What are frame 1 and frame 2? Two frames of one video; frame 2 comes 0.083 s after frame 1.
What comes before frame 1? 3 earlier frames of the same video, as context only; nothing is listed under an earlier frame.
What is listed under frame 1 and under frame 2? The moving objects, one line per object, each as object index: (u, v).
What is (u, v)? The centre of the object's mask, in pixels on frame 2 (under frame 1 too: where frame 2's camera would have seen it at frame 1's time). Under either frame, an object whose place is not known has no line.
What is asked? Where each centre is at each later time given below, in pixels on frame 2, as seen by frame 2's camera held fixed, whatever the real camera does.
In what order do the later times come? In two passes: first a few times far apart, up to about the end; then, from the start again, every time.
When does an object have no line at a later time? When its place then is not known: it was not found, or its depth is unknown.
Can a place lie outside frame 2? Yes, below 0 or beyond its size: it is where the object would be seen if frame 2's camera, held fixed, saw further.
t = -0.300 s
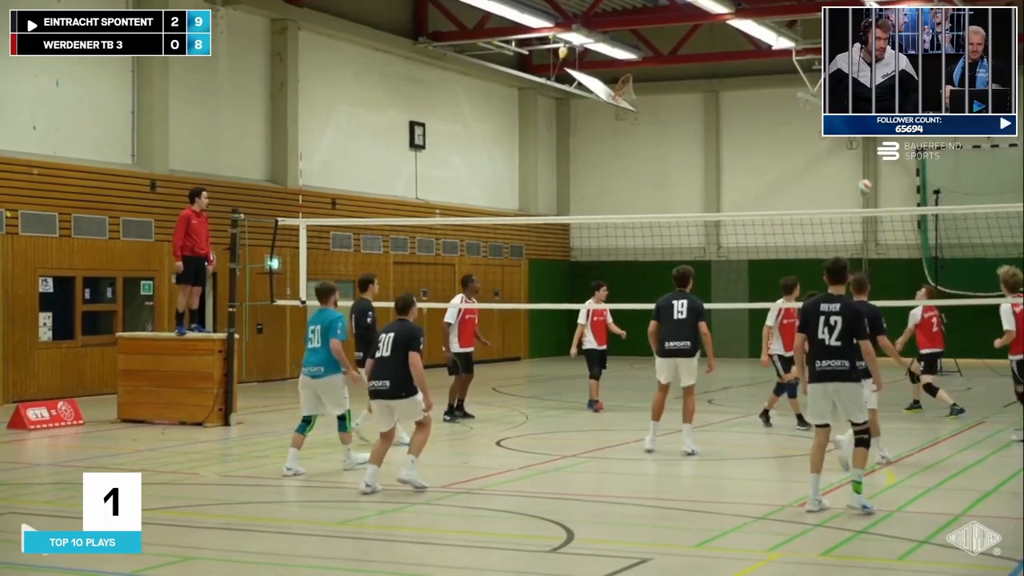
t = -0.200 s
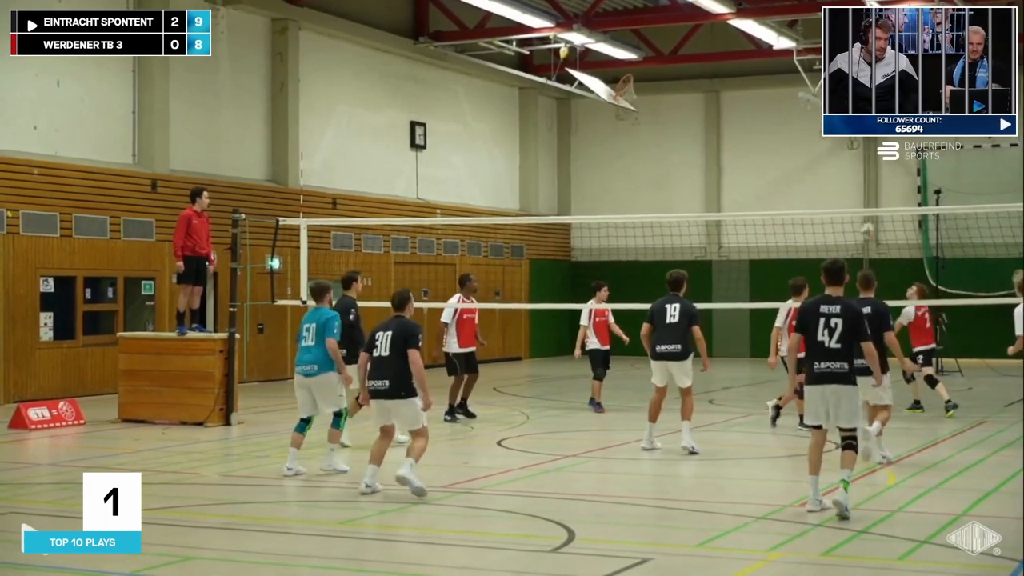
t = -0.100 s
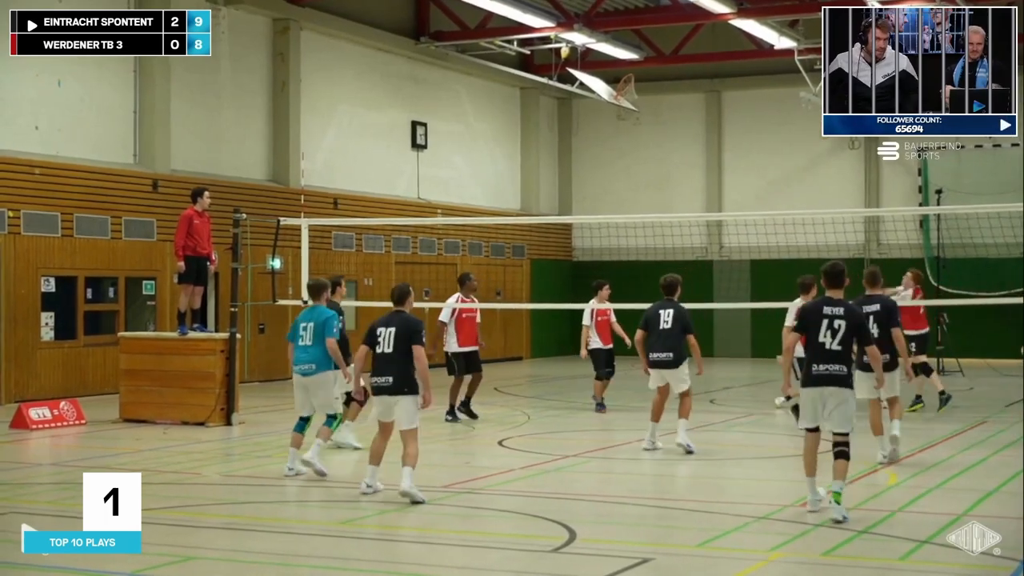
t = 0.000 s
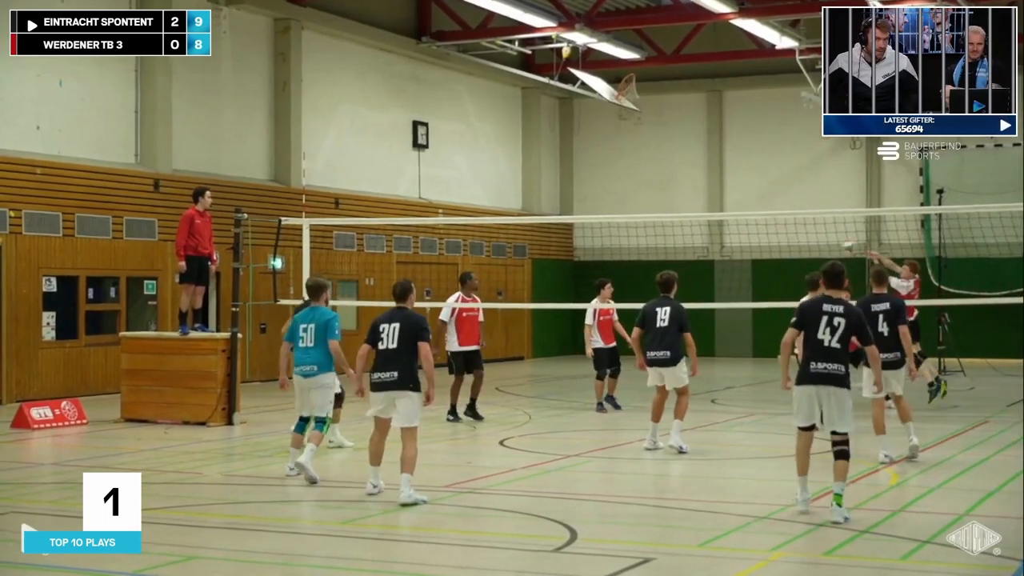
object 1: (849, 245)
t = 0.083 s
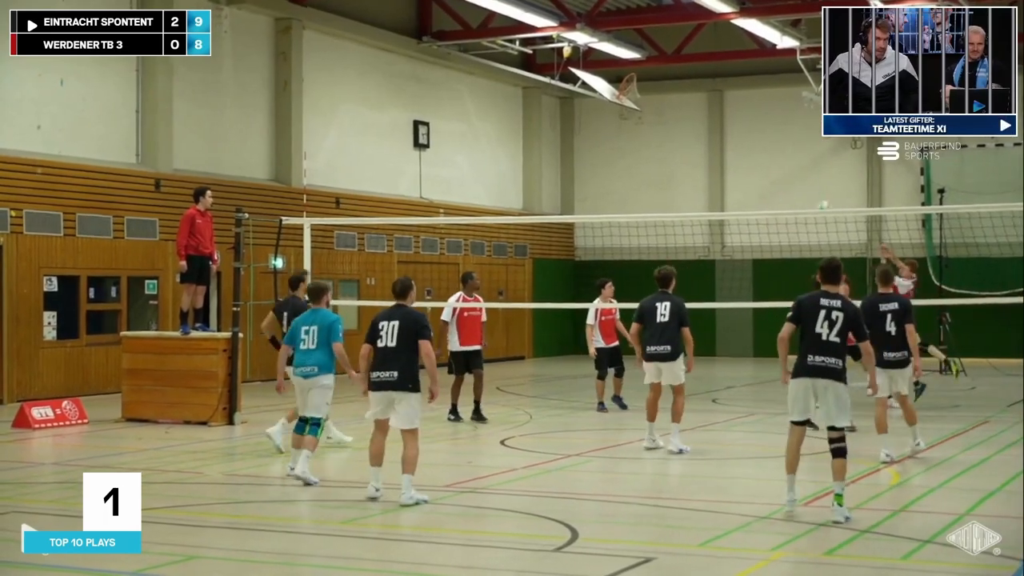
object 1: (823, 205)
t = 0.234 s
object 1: (778, 156)
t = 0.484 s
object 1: (691, 107)
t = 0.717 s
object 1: (601, 113)
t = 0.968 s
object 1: (497, 185)
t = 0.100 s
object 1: (821, 202)
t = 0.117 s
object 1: (815, 196)
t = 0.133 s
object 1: (810, 189)
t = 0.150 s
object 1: (805, 183)
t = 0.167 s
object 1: (799, 177)
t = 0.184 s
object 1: (793, 172)
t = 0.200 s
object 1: (788, 166)
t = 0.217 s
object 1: (782, 161)
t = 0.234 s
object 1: (778, 156)
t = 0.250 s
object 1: (772, 150)
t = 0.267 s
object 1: (767, 146)
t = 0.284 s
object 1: (761, 141)
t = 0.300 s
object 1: (756, 138)
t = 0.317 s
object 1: (749, 133)
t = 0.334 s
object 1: (744, 129)
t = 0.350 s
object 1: (737, 126)
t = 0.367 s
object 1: (733, 123)
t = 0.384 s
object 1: (726, 120)
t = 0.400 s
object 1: (721, 117)
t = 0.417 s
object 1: (715, 115)
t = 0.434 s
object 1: (709, 112)
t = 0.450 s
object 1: (703, 111)
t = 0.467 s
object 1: (697, 109)
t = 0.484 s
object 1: (691, 107)
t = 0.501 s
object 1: (685, 106)
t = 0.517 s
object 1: (679, 105)
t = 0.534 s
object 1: (672, 103)
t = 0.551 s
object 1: (666, 103)
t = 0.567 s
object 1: (660, 103)
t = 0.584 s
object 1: (653, 103)
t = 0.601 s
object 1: (647, 103)
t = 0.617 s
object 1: (641, 104)
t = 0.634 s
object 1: (635, 105)
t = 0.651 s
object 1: (628, 106)
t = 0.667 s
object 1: (621, 107)
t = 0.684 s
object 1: (615, 109)
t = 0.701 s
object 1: (608, 111)
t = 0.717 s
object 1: (601, 113)
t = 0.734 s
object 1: (594, 115)
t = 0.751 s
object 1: (589, 119)
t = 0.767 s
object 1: (581, 122)
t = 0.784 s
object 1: (574, 126)
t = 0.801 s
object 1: (568, 129)
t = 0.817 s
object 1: (561, 133)
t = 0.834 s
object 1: (554, 137)
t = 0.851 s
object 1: (547, 142)
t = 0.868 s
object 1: (540, 147)
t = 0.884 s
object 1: (533, 152)
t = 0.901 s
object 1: (526, 157)
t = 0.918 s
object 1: (519, 164)
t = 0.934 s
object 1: (512, 170)
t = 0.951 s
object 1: (505, 177)
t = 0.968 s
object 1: (497, 185)
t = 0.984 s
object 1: (490, 192)
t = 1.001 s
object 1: (483, 199)
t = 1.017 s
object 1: (474, 207)
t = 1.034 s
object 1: (467, 215)
